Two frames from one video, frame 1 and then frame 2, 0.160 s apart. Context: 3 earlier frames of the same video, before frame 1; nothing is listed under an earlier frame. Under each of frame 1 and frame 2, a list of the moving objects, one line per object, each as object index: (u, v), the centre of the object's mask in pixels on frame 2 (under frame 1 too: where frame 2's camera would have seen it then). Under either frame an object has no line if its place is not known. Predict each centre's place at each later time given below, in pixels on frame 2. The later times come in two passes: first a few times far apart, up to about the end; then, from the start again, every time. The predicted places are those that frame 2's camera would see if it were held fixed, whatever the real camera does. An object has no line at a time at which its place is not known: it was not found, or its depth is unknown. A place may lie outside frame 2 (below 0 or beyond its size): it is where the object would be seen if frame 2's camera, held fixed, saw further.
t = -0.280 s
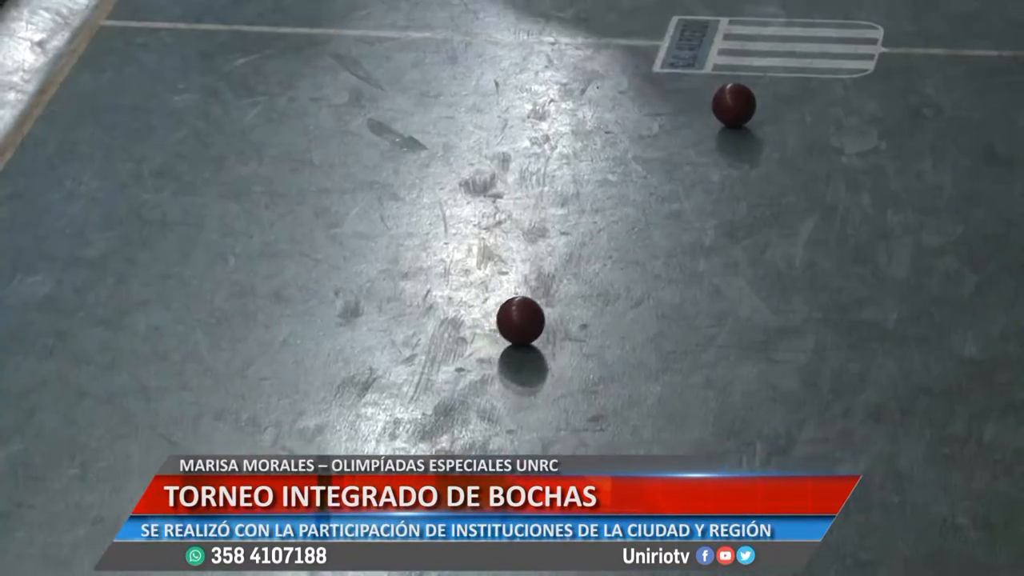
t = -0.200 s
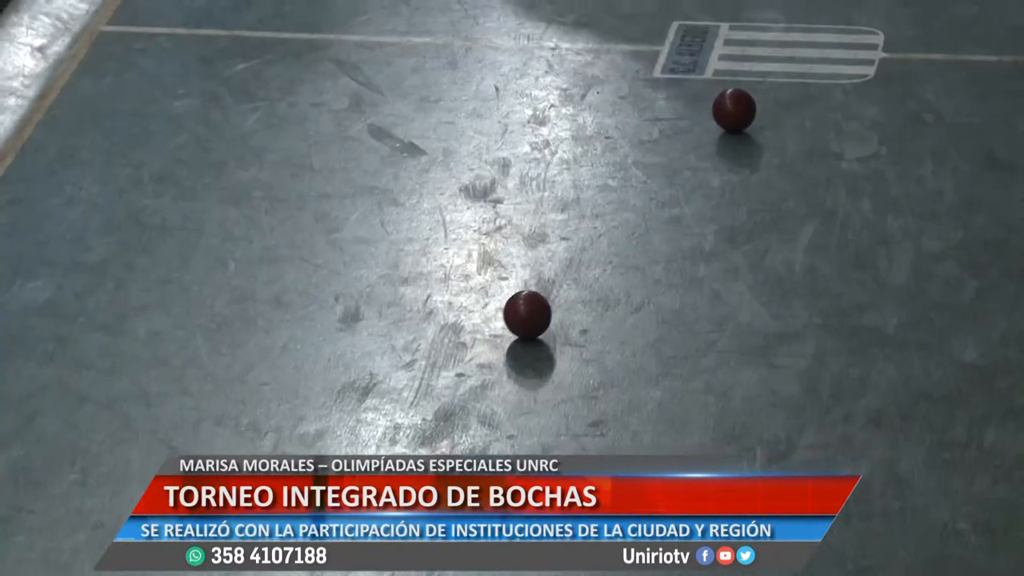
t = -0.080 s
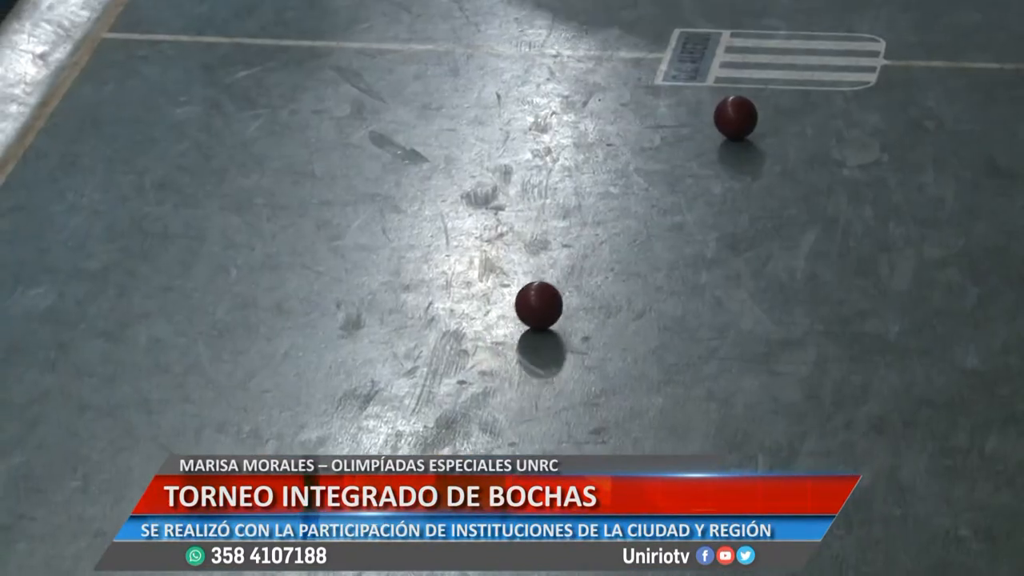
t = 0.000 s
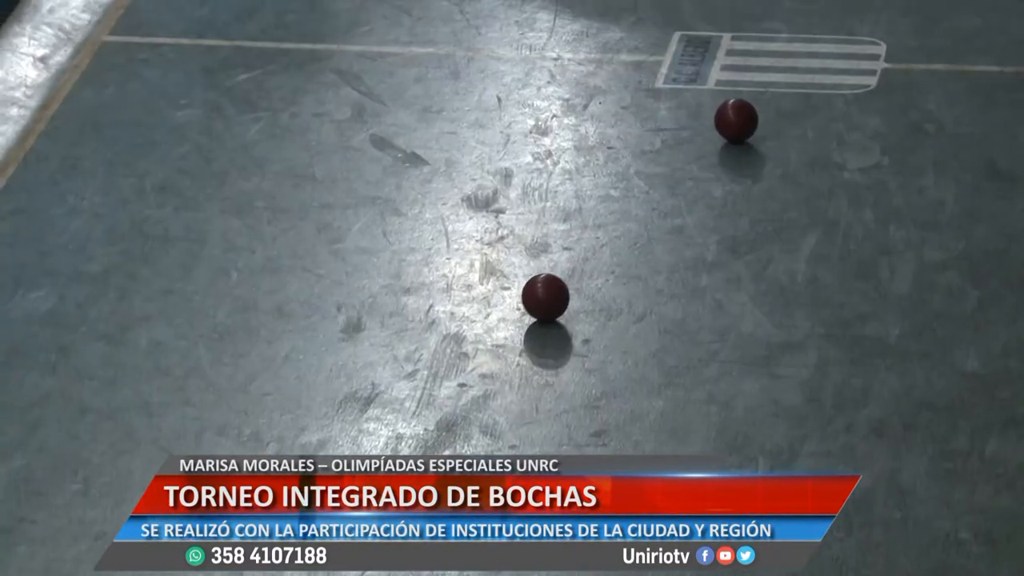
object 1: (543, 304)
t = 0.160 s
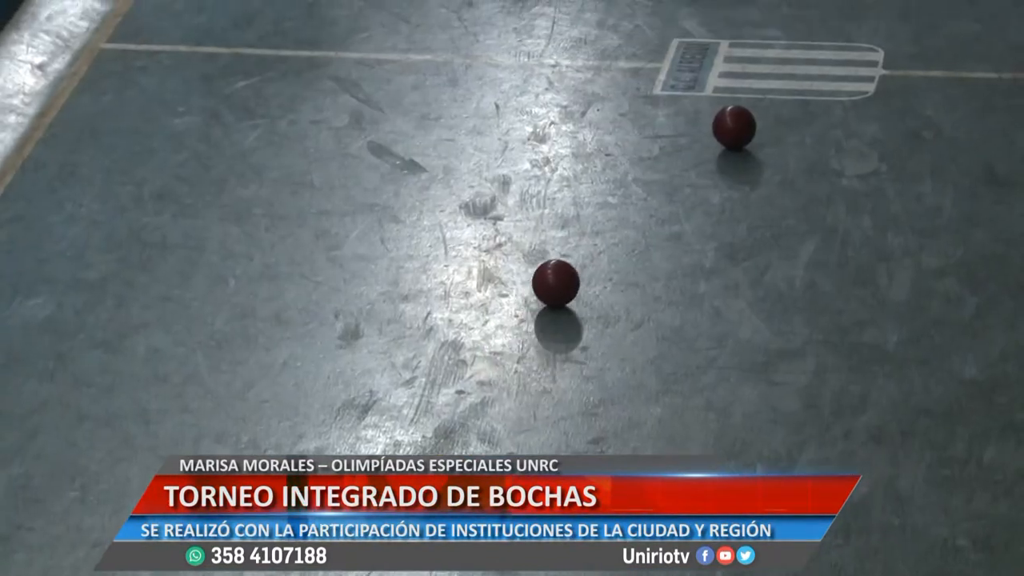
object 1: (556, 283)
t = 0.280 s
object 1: (565, 268)
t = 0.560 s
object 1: (585, 233)
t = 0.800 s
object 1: (602, 204)
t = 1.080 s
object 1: (621, 173)
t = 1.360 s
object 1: (639, 143)
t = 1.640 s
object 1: (657, 114)
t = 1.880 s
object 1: (671, 90)
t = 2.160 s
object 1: (687, 63)
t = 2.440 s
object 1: (705, 37)
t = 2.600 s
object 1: (717, 23)
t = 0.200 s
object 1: (559, 278)
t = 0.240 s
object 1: (562, 273)
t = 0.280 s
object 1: (565, 268)
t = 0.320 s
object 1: (568, 263)
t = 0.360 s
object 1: (571, 258)
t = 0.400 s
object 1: (574, 252)
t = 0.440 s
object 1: (576, 247)
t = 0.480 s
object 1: (579, 243)
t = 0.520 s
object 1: (582, 238)
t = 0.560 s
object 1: (585, 233)
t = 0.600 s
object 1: (588, 228)
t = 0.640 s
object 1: (591, 223)
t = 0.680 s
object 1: (594, 218)
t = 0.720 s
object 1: (596, 214)
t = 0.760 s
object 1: (599, 209)
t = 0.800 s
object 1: (602, 204)
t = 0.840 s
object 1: (605, 200)
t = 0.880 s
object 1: (608, 195)
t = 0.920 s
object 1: (610, 191)
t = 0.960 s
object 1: (613, 186)
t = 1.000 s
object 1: (616, 182)
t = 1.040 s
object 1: (618, 177)
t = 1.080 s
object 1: (621, 173)
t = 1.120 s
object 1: (623, 168)
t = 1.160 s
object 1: (626, 164)
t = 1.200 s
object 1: (629, 160)
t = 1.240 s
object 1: (631, 155)
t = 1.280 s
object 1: (634, 151)
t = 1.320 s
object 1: (637, 147)
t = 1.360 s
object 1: (639, 143)
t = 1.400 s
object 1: (642, 138)
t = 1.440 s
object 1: (644, 135)
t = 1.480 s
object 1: (647, 130)
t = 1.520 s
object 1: (649, 126)
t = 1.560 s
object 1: (652, 122)
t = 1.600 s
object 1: (654, 118)
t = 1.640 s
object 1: (657, 114)
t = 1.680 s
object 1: (659, 110)
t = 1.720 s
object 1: (661, 106)
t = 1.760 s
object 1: (664, 102)
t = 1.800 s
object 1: (666, 98)
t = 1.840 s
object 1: (668, 94)
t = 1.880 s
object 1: (671, 90)
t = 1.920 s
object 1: (673, 86)
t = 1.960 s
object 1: (675, 82)
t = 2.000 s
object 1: (678, 78)
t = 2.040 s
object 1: (680, 74)
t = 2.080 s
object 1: (683, 70)
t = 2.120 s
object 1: (685, 66)
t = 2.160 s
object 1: (687, 63)
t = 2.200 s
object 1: (690, 59)
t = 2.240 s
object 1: (692, 56)
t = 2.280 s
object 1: (694, 52)
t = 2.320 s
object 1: (697, 48)
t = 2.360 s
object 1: (699, 44)
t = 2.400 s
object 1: (702, 41)
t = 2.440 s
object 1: (705, 37)
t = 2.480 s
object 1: (708, 34)
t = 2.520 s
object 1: (711, 30)
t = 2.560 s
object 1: (713, 26)
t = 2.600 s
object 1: (717, 23)
